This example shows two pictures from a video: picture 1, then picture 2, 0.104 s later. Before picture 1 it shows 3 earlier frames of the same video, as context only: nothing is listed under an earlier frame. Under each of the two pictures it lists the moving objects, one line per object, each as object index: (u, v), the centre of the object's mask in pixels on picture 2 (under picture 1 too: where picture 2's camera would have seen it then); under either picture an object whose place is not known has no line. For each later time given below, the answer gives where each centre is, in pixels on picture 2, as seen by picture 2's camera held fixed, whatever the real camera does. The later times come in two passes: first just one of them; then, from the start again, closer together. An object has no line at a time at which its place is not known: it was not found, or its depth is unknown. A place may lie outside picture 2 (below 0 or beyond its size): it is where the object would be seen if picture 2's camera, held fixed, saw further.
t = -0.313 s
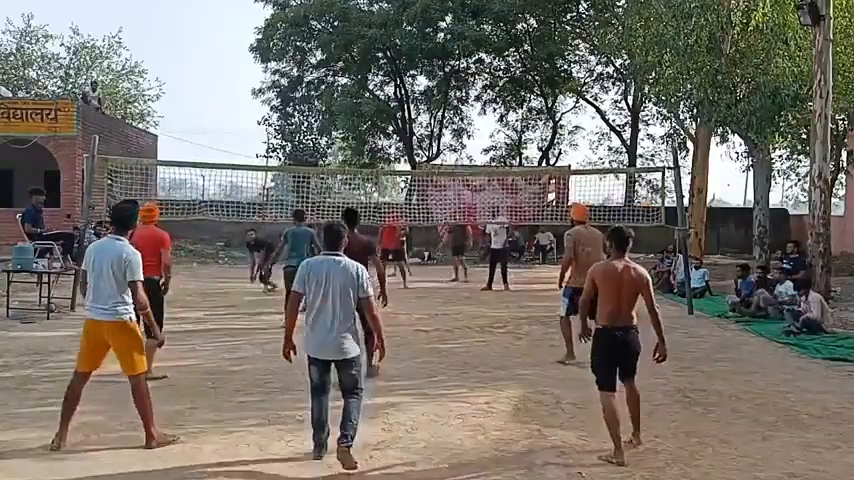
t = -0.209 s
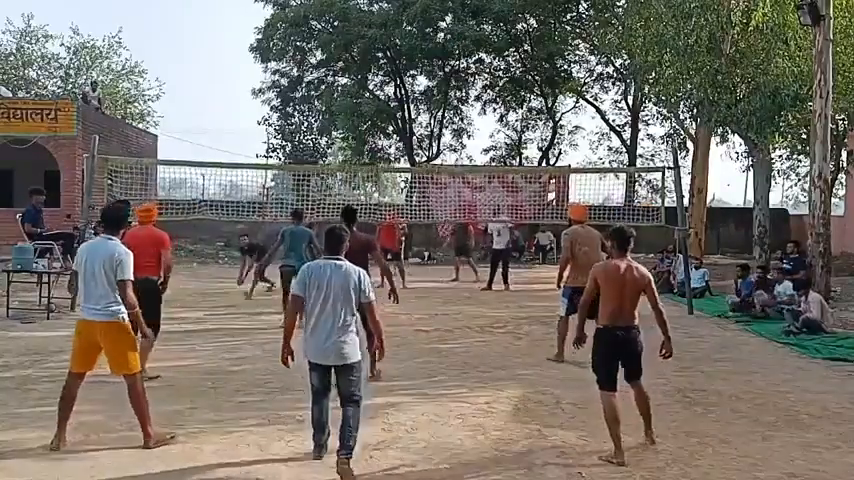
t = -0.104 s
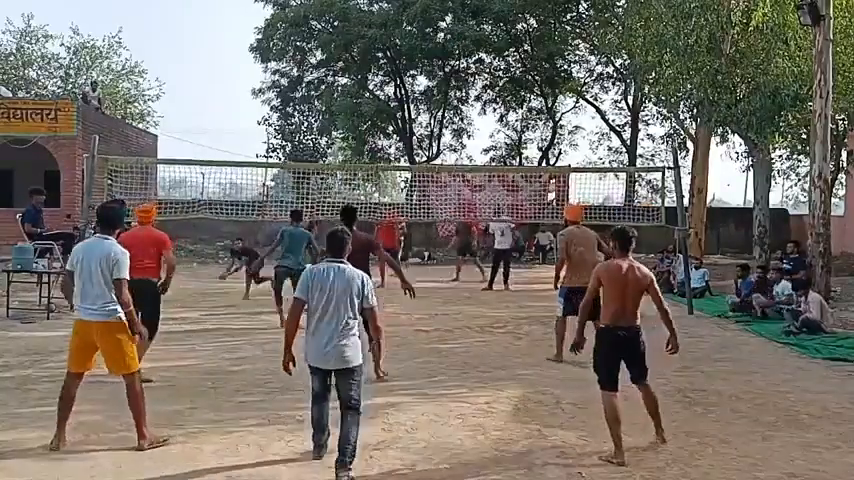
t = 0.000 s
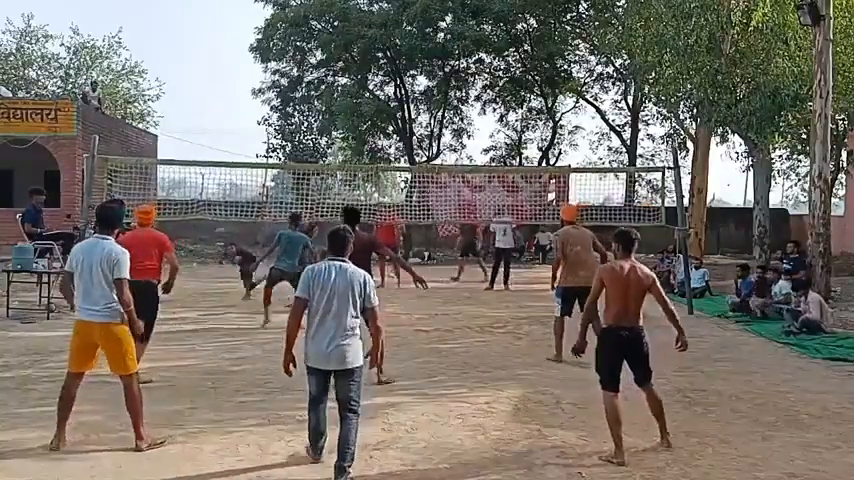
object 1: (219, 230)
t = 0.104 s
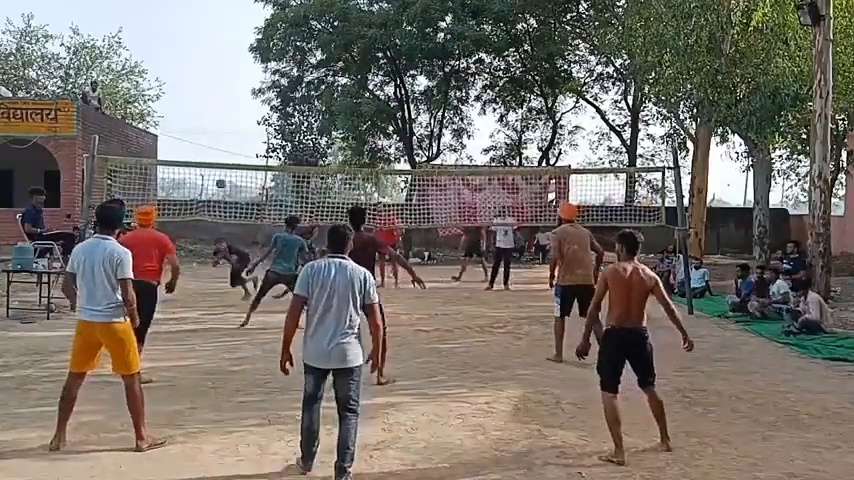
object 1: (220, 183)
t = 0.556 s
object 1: (228, 7)
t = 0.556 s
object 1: (228, 7)
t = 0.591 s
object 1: (229, 2)
